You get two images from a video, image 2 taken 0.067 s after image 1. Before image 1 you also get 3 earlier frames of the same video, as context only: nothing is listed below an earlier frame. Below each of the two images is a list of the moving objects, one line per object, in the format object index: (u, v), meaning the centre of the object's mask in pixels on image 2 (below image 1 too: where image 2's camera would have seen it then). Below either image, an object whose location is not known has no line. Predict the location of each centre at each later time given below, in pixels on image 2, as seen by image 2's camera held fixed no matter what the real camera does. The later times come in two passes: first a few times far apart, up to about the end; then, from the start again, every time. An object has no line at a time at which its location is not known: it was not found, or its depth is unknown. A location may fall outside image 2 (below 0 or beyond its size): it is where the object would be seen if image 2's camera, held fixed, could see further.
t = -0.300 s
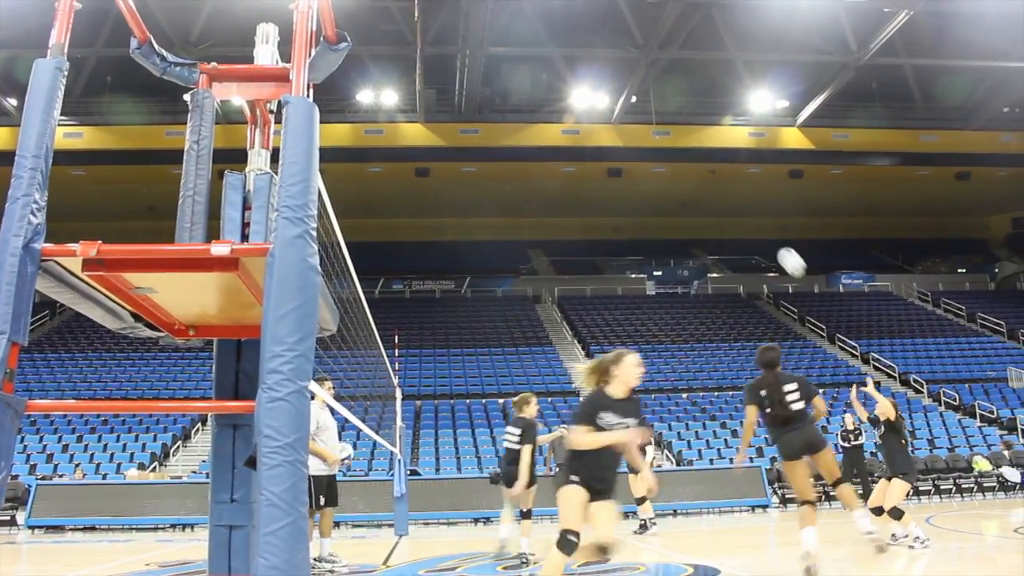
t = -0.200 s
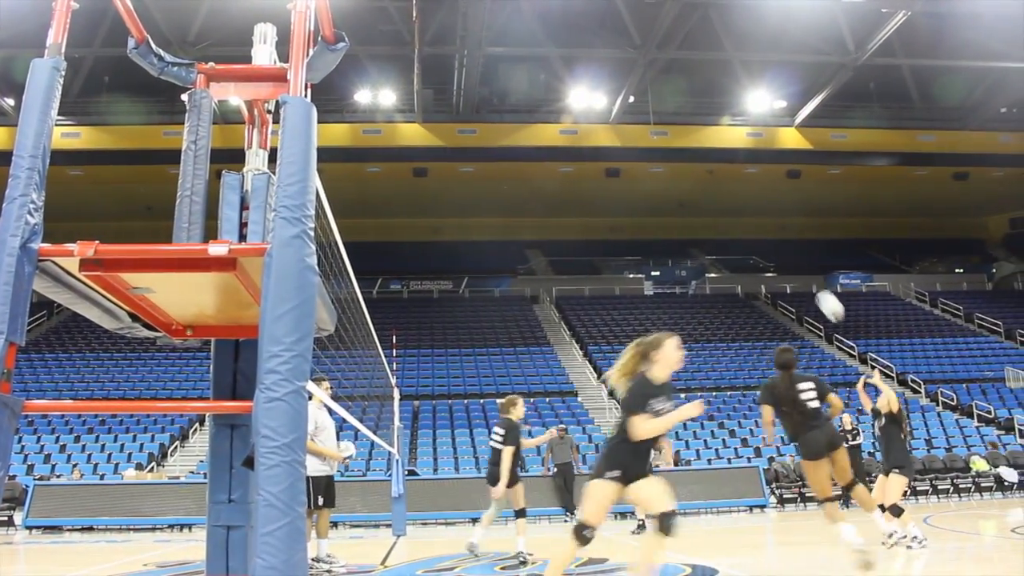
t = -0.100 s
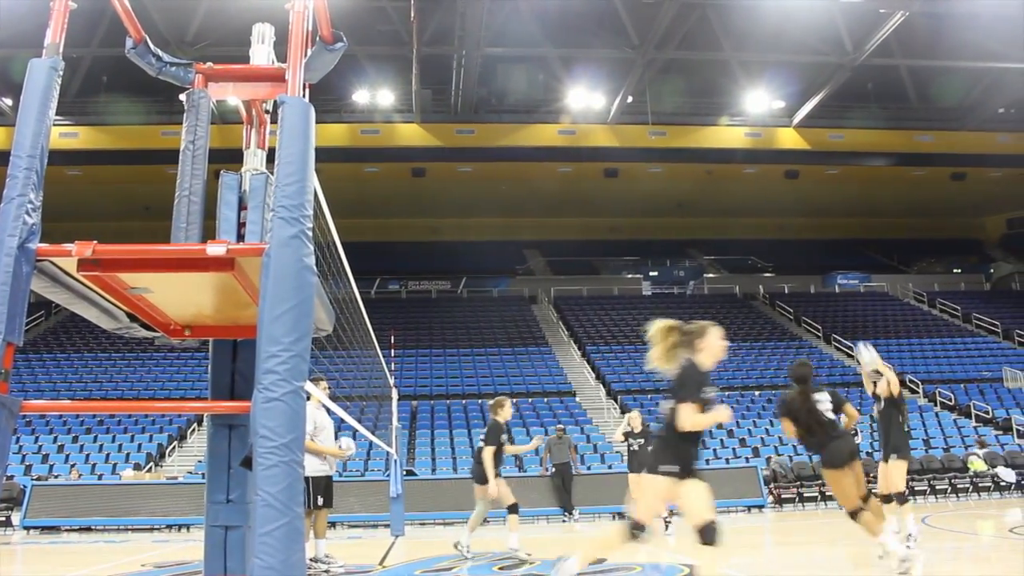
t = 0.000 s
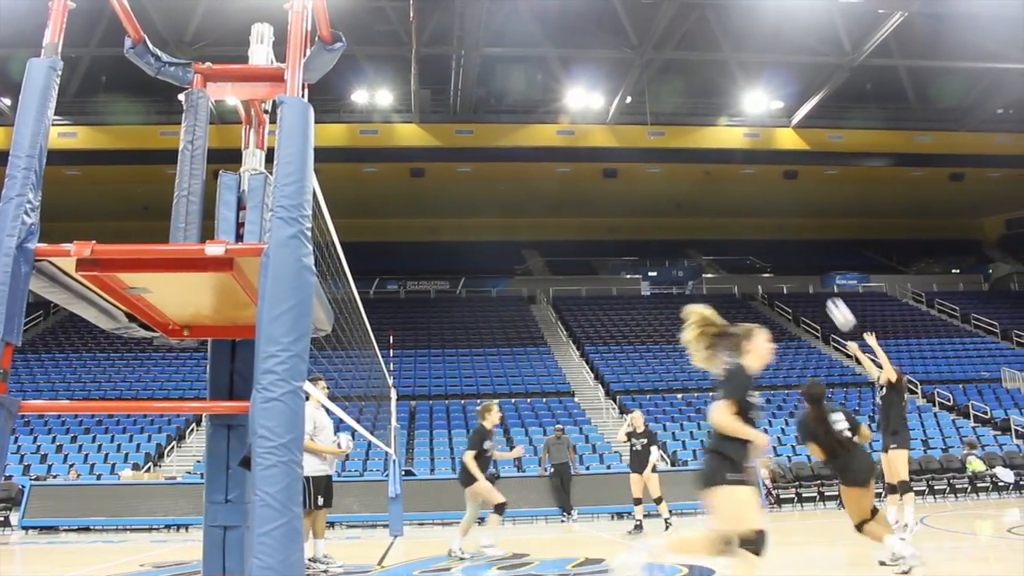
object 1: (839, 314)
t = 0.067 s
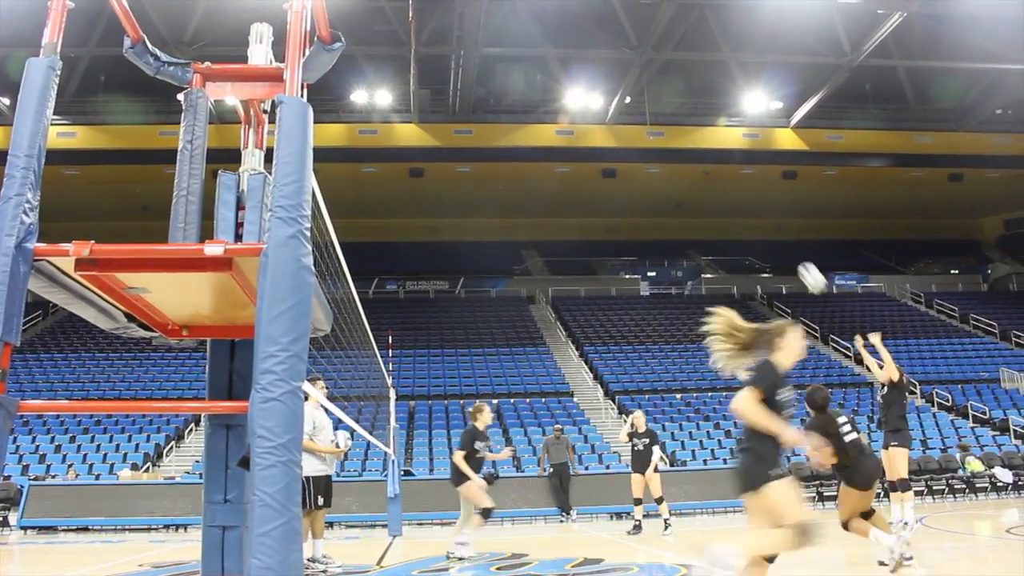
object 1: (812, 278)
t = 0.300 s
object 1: (723, 188)
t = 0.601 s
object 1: (622, 148)
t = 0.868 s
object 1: (542, 174)
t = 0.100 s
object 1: (799, 261)
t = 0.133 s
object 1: (786, 246)
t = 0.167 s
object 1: (773, 232)
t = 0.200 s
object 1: (760, 220)
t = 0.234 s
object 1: (747, 208)
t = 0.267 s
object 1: (735, 197)
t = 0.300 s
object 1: (723, 188)
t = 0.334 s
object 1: (711, 180)
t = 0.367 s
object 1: (699, 173)
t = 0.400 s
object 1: (688, 166)
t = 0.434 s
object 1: (677, 161)
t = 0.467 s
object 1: (665, 157)
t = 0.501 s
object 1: (654, 153)
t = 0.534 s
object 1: (643, 150)
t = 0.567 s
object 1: (633, 149)
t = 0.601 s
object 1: (622, 148)
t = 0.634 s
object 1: (612, 148)
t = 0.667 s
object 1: (601, 149)
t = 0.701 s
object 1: (591, 151)
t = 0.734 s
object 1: (581, 154)
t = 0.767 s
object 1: (571, 158)
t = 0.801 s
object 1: (561, 162)
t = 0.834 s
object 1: (551, 168)
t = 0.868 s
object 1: (542, 174)
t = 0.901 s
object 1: (532, 181)
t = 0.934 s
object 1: (522, 190)
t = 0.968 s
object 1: (513, 199)
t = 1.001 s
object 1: (503, 209)
